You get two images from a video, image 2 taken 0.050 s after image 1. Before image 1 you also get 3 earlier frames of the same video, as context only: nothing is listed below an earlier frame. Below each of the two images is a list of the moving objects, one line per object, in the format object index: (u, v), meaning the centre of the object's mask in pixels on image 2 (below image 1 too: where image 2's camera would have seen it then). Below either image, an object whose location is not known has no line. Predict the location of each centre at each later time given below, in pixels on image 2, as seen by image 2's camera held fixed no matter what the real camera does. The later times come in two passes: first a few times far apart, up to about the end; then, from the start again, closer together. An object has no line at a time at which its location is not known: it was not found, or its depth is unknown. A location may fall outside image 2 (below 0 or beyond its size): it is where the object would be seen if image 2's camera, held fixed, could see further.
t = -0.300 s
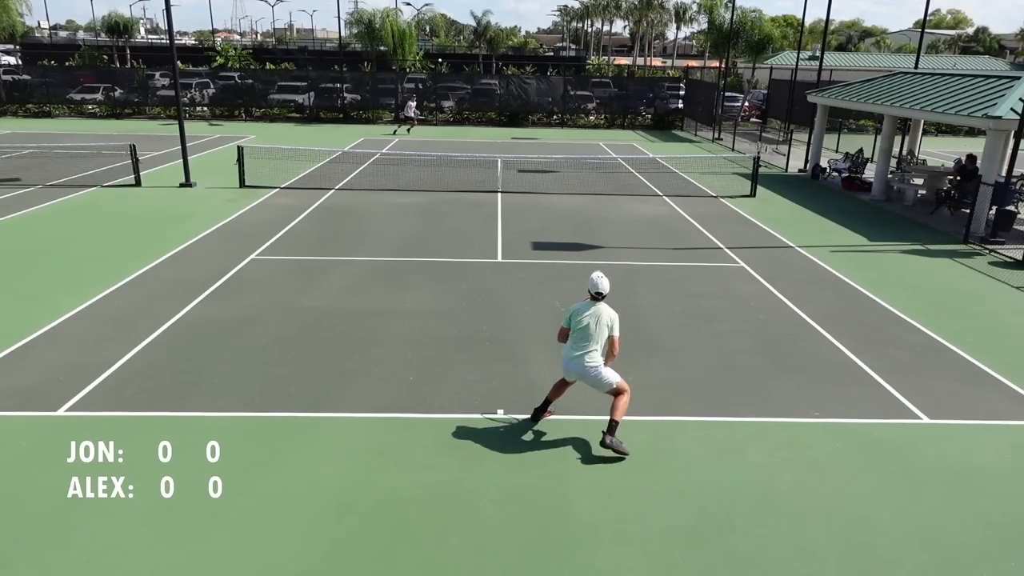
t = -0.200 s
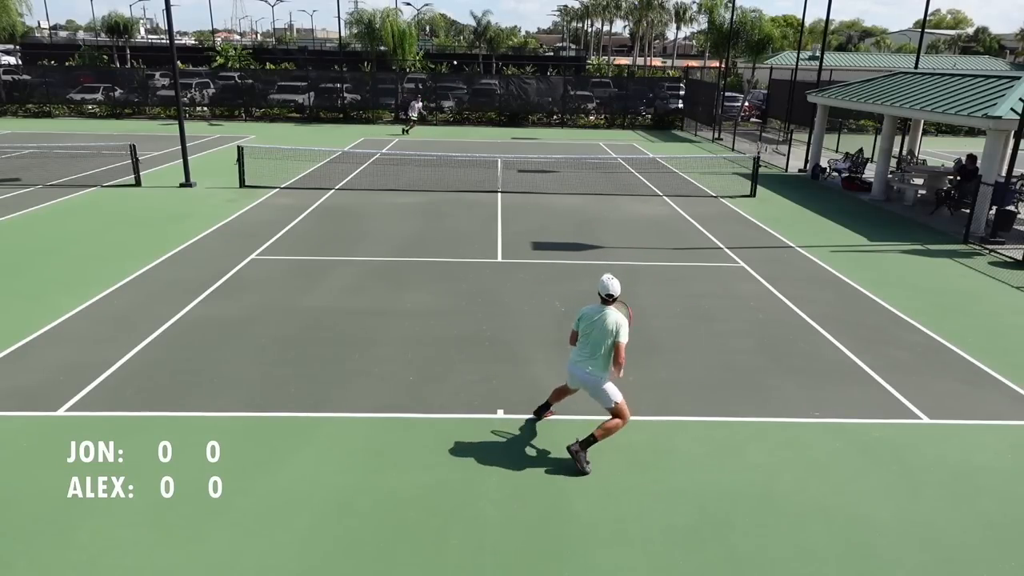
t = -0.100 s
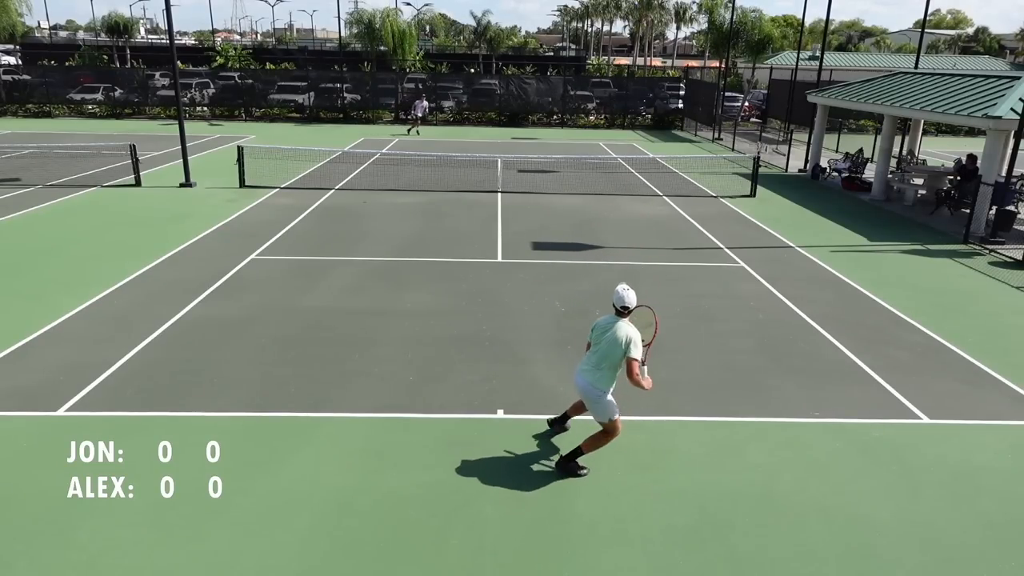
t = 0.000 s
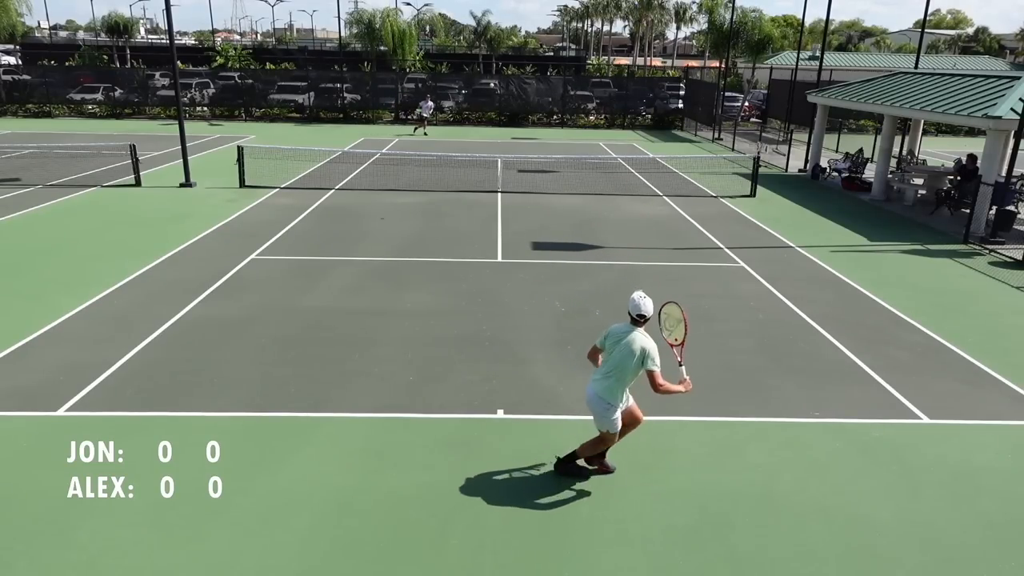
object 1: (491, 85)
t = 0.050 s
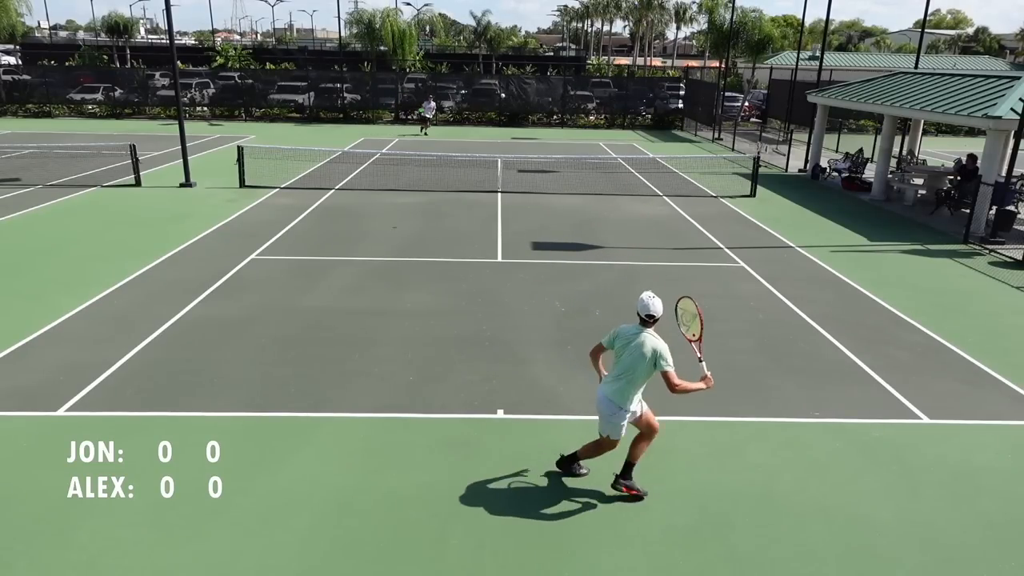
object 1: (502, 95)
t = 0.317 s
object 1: (579, 202)
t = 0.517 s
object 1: (666, 361)
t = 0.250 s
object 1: (556, 165)
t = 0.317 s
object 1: (579, 202)
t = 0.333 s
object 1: (585, 214)
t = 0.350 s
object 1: (591, 225)
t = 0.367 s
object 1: (597, 237)
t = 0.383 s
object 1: (604, 250)
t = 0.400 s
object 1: (610, 263)
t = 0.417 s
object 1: (618, 277)
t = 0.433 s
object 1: (625, 292)
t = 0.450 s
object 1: (633, 308)
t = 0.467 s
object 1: (642, 325)
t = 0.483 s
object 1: (649, 342)
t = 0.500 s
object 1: (657, 362)
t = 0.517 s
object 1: (666, 361)
